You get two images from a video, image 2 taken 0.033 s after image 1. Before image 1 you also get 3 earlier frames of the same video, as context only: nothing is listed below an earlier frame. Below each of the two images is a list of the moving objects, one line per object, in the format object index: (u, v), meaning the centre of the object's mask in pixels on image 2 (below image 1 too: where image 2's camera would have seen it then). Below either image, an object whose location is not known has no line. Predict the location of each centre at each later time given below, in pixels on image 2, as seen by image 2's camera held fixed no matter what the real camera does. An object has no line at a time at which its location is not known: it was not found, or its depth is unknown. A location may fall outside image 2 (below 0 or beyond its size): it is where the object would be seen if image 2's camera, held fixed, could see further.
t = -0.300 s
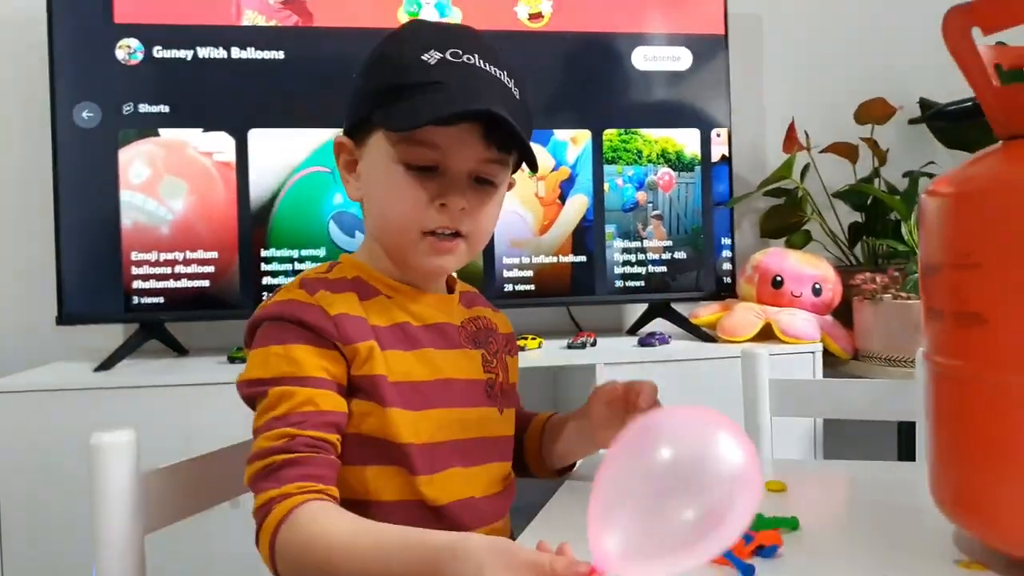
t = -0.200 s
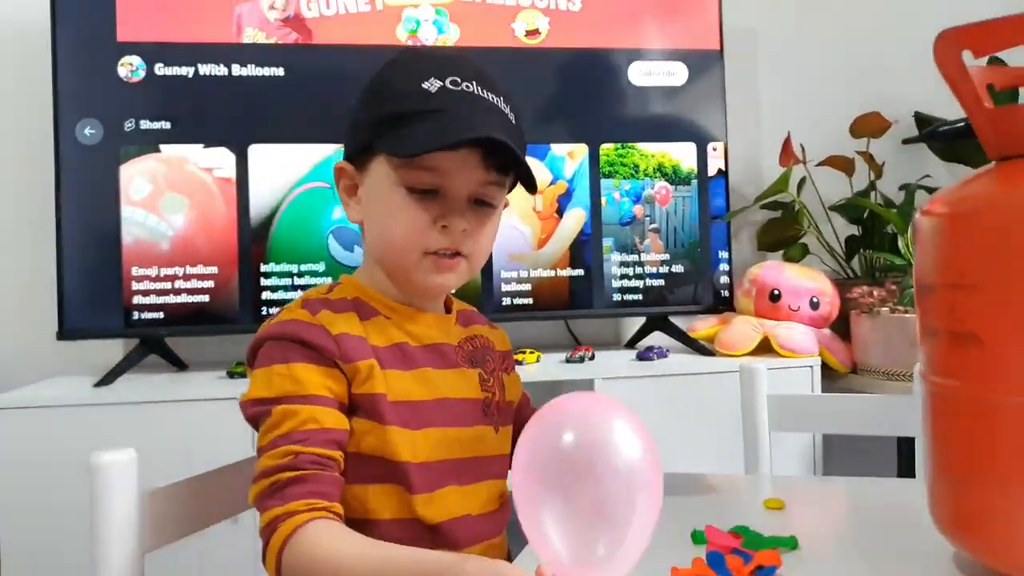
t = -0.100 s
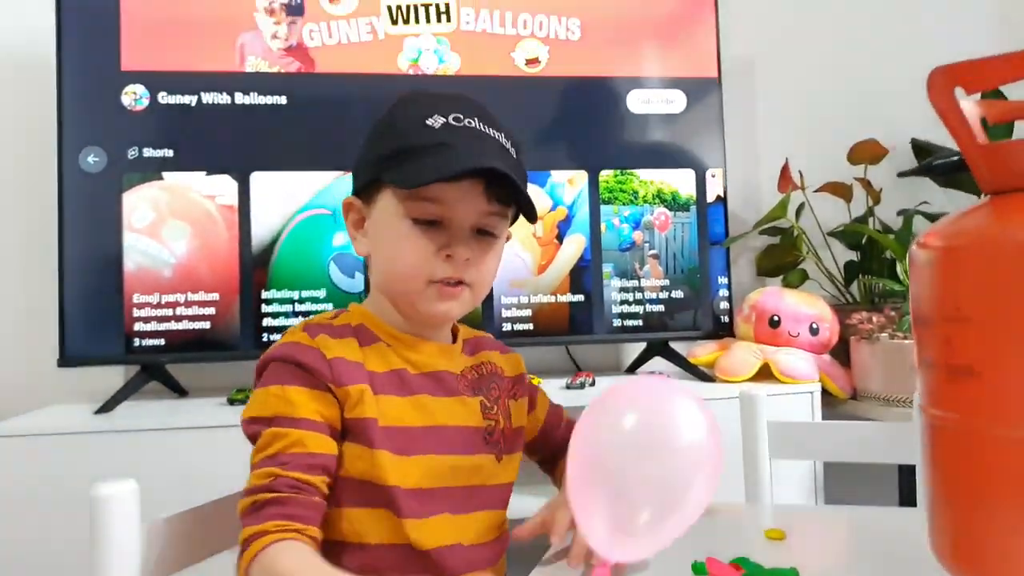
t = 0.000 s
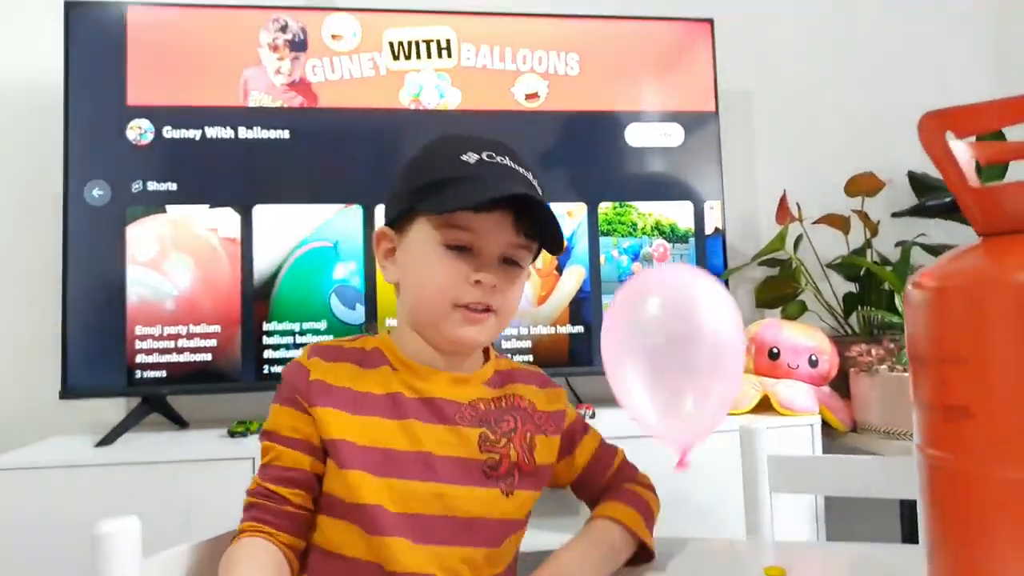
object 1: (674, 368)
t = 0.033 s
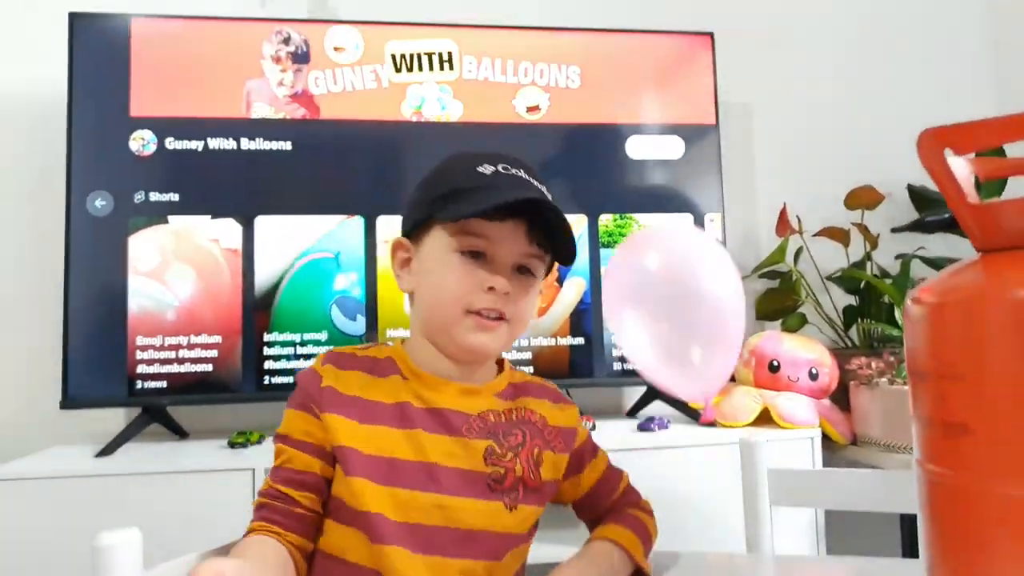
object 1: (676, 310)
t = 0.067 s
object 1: (674, 251)
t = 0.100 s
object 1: (669, 193)
